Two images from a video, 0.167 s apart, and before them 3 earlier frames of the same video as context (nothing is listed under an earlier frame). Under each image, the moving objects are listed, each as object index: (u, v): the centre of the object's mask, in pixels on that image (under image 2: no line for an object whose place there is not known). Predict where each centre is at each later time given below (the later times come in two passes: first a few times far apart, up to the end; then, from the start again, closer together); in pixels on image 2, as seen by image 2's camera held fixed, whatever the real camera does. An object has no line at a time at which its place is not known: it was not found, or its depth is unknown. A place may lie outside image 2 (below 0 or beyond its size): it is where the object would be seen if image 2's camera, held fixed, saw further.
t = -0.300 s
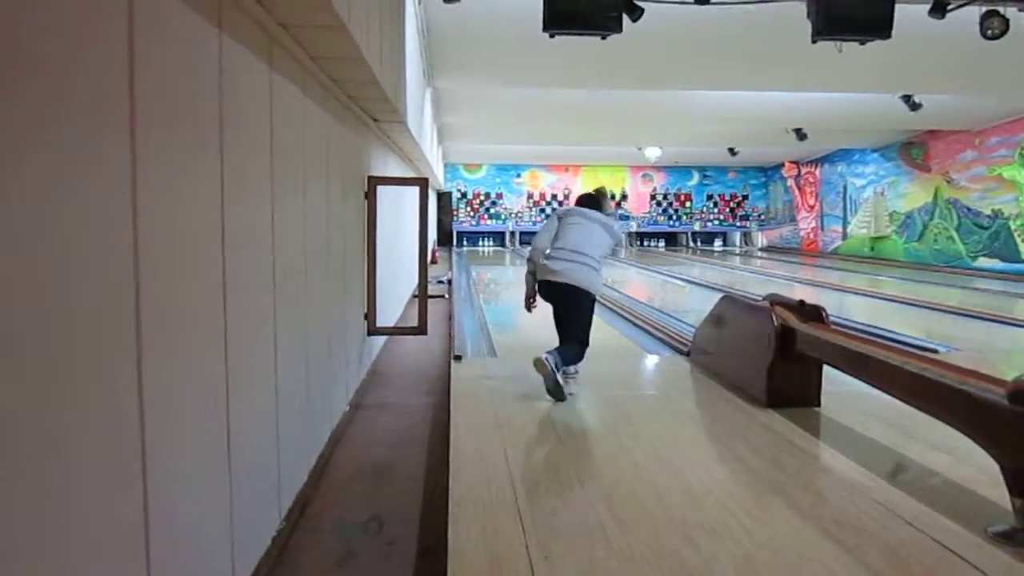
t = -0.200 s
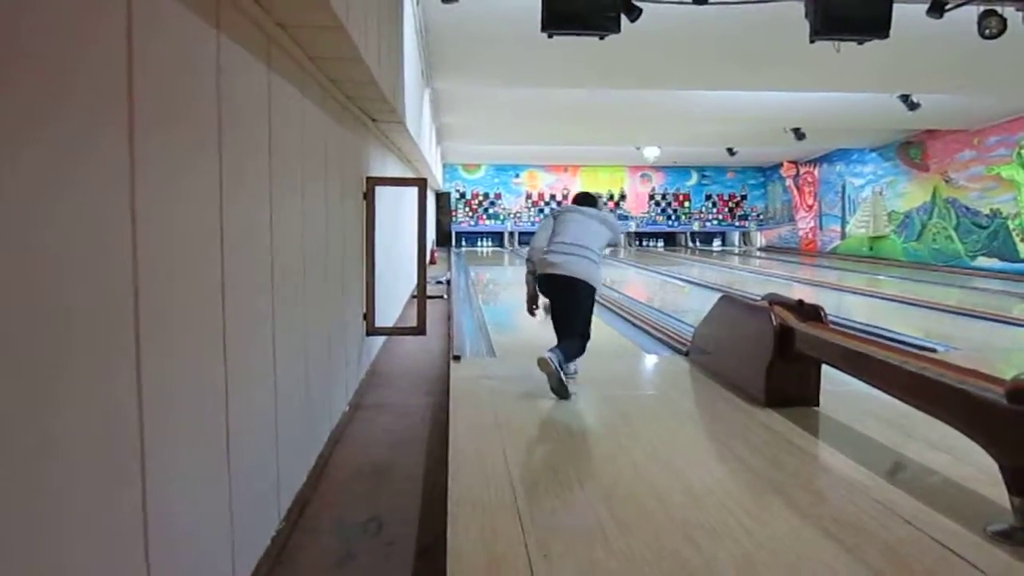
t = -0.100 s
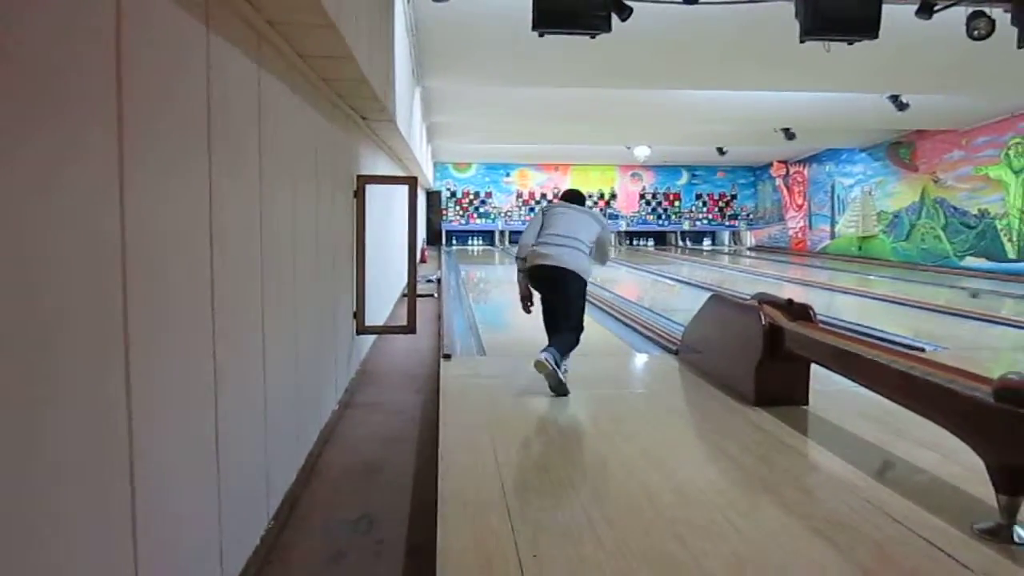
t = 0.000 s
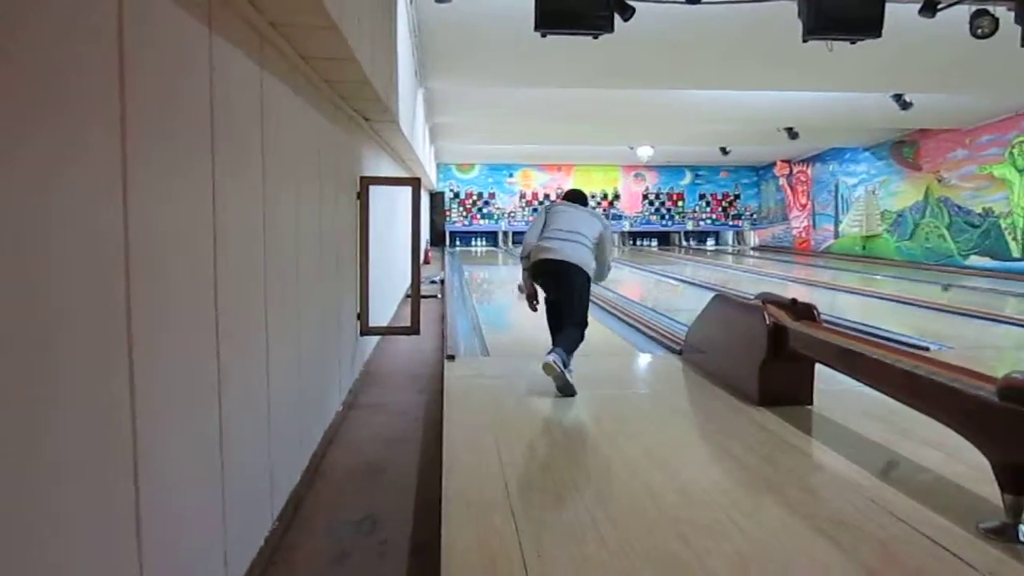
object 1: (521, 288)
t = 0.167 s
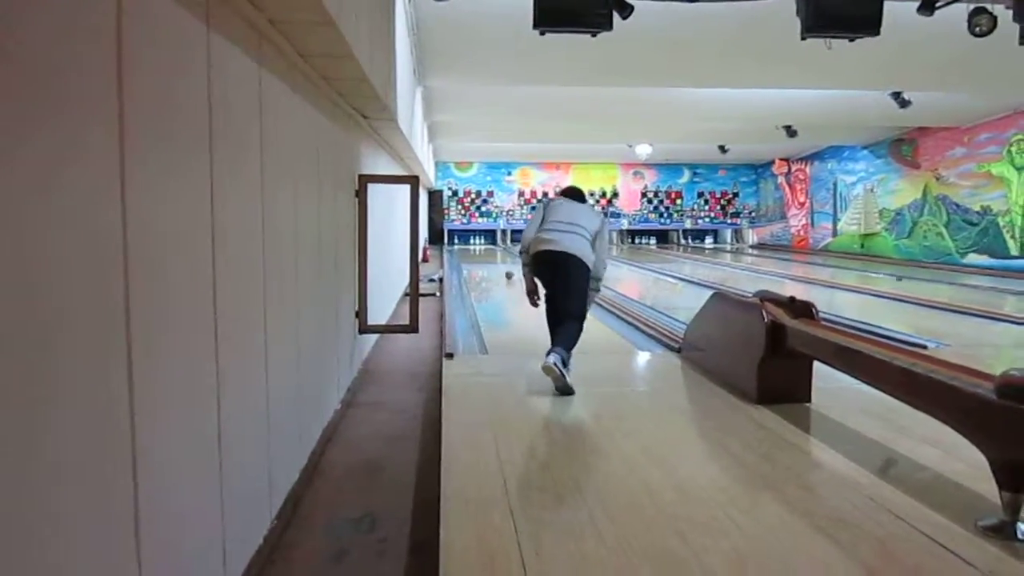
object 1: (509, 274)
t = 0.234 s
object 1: (503, 269)
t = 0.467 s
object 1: (494, 263)
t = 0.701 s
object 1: (487, 257)
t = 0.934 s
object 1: (480, 252)
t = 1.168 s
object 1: (475, 248)
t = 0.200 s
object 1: (504, 269)
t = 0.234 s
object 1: (503, 269)
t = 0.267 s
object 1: (503, 269)
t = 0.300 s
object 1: (502, 268)
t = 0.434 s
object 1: (495, 264)
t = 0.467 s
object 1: (494, 263)
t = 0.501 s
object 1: (493, 263)
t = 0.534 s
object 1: (492, 261)
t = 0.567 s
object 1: (491, 261)
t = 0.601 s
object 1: (489, 259)
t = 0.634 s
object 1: (489, 259)
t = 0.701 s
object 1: (487, 257)
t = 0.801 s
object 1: (483, 254)
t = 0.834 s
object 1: (482, 254)
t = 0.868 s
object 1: (481, 253)
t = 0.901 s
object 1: (481, 252)
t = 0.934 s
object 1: (480, 252)
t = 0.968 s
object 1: (478, 251)
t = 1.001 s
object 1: (478, 251)
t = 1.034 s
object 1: (478, 250)
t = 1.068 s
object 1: (478, 251)
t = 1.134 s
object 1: (475, 249)
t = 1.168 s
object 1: (475, 248)
